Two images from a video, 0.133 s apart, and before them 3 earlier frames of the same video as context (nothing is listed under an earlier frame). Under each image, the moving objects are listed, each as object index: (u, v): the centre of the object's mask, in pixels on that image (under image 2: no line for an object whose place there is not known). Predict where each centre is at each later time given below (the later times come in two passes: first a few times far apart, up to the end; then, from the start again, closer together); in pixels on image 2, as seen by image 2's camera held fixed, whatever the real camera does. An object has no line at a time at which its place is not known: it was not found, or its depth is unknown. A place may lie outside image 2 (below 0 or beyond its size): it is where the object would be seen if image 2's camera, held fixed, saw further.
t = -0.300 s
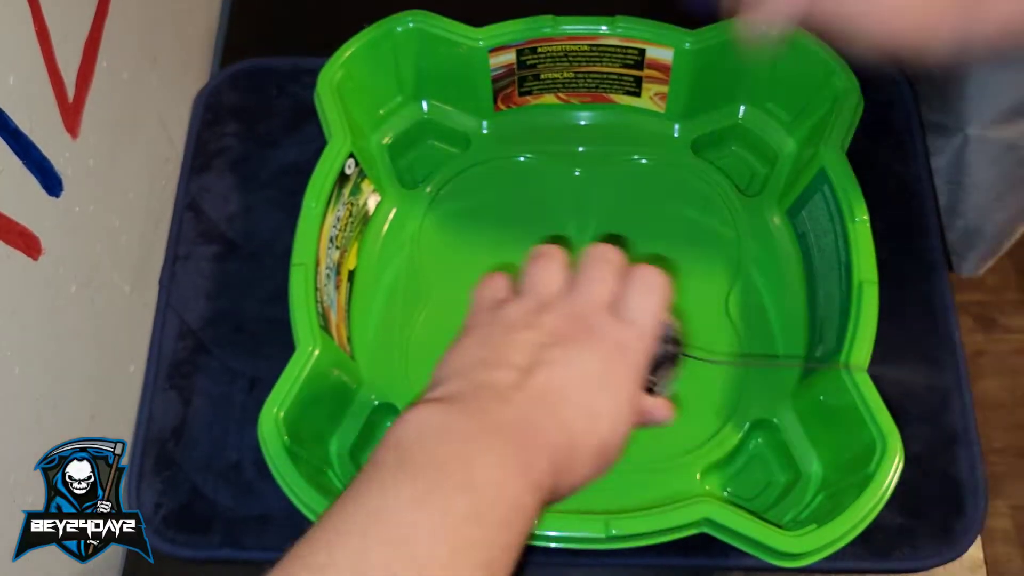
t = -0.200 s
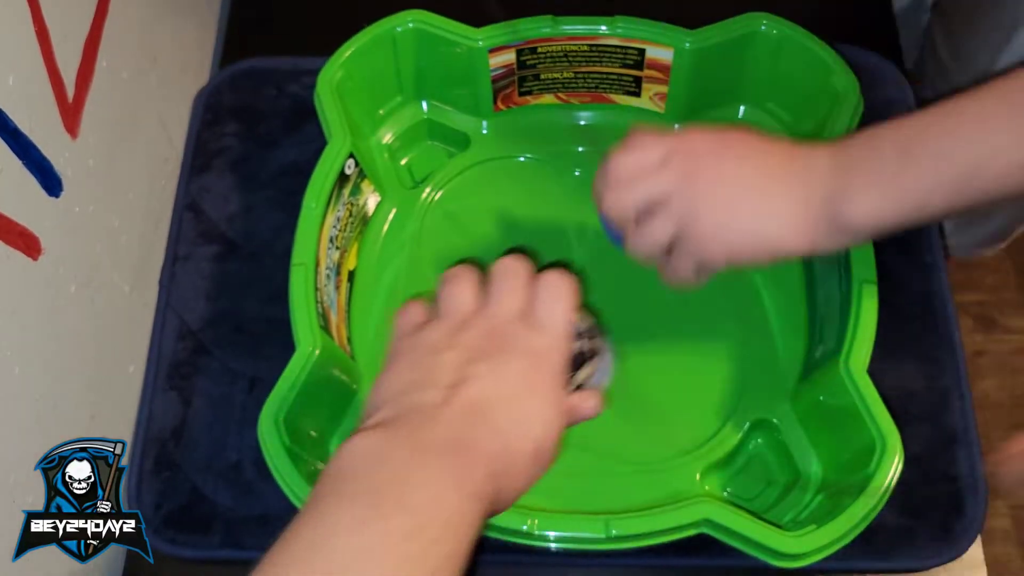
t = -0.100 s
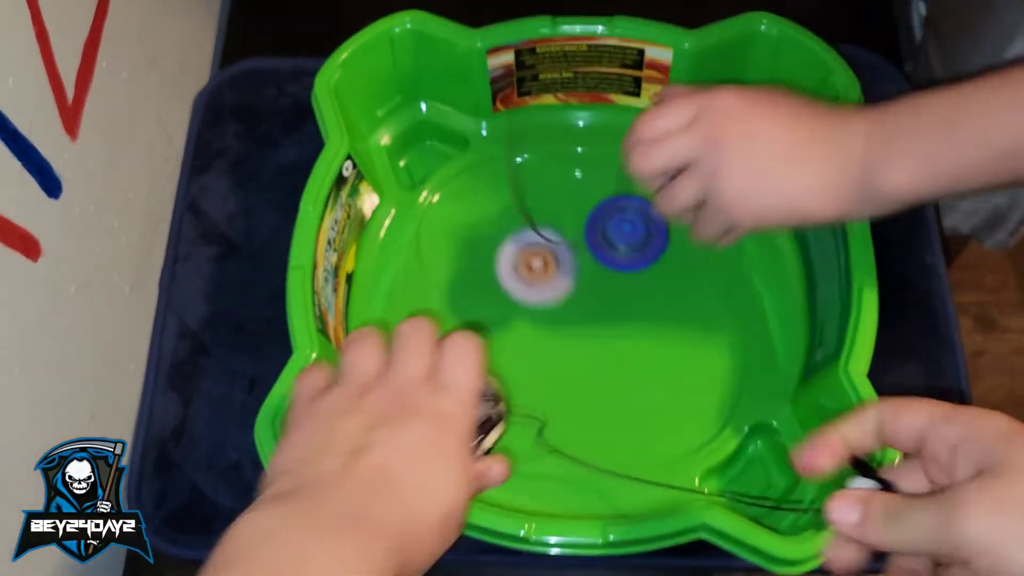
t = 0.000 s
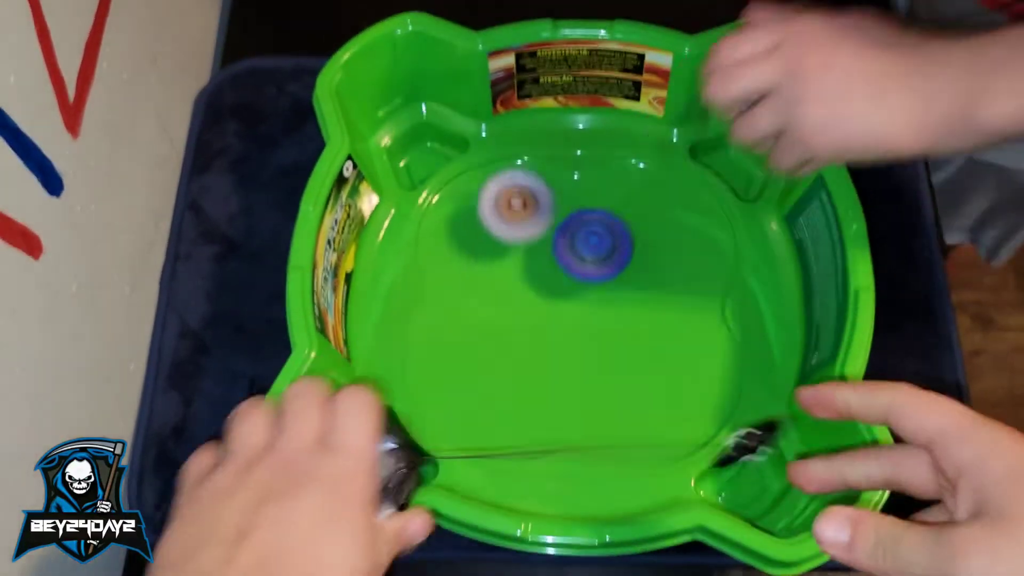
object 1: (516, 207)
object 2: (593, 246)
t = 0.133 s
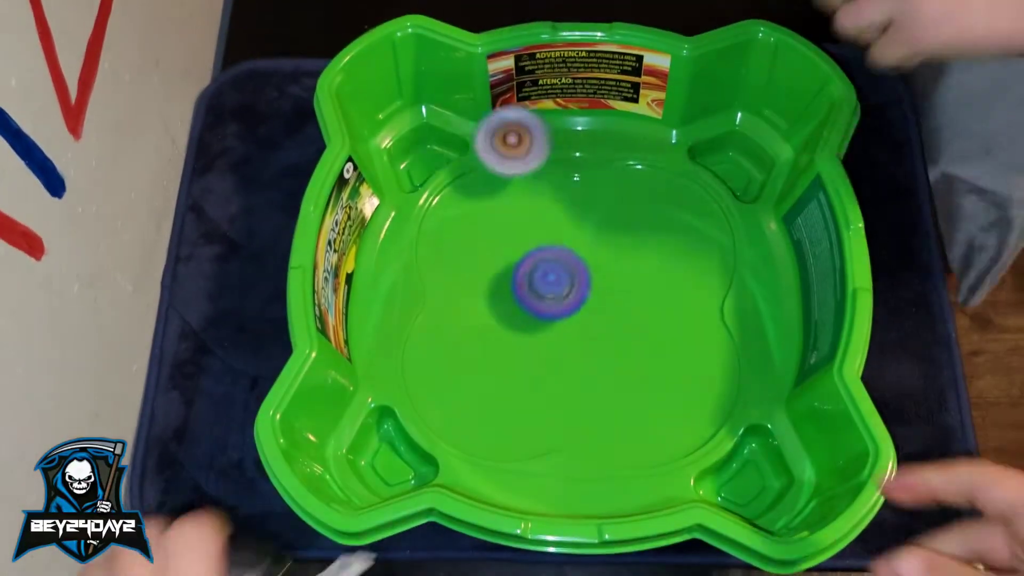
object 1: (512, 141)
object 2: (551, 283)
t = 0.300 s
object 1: (534, 137)
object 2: (564, 342)
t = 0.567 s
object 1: (546, 137)
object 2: (708, 269)
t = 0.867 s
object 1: (508, 134)
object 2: (571, 201)
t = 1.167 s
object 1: (550, 300)
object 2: (492, 450)
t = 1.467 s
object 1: (555, 285)
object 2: (673, 422)
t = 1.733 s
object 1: (588, 251)
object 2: (670, 231)
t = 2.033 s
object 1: (435, 281)
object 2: (588, 175)
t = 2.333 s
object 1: (447, 250)
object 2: (539, 327)
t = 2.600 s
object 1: (487, 288)
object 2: (706, 377)
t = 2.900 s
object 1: (470, 384)
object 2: (735, 278)
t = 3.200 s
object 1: (469, 416)
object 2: (525, 251)
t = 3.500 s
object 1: (538, 418)
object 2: (445, 417)
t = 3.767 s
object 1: (674, 386)
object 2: (576, 413)
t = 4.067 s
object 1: (700, 341)
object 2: (602, 236)
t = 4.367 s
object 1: (702, 281)
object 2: (448, 184)
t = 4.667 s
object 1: (659, 209)
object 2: (452, 301)
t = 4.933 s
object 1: (604, 180)
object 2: (614, 336)
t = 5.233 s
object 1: (555, 198)
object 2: (688, 200)
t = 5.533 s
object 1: (521, 257)
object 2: (595, 171)
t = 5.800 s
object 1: (493, 393)
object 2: (545, 180)
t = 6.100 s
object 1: (507, 409)
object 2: (543, 187)
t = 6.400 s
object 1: (561, 411)
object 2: (583, 268)
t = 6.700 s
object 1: (624, 348)
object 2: (675, 284)
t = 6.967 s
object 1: (598, 304)
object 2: (707, 255)
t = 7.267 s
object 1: (554, 251)
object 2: (657, 264)
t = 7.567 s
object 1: (444, 235)
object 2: (667, 301)
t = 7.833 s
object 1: (498, 287)
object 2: (632, 331)
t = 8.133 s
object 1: (479, 308)
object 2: (691, 381)
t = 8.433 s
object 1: (556, 312)
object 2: (711, 364)
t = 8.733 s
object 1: (602, 230)
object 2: (690, 364)
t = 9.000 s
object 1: (598, 164)
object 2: (660, 370)
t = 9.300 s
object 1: (581, 201)
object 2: (577, 331)
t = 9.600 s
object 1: (592, 235)
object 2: (469, 321)
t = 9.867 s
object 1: (649, 234)
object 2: (428, 308)
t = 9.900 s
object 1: (653, 235)
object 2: (430, 310)
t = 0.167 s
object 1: (516, 136)
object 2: (543, 295)
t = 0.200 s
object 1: (520, 137)
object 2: (540, 308)
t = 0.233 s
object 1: (526, 138)
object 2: (542, 320)
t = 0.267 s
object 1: (531, 138)
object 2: (550, 332)
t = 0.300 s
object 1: (534, 137)
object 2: (564, 342)
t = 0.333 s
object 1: (534, 135)
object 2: (582, 349)
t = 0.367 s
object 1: (536, 134)
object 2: (603, 352)
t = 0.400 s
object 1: (541, 137)
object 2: (625, 350)
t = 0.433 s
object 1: (544, 137)
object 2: (646, 343)
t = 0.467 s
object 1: (545, 137)
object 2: (667, 331)
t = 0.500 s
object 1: (545, 135)
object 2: (684, 314)
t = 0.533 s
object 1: (545, 135)
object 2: (699, 293)
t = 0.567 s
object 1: (546, 137)
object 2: (708, 269)
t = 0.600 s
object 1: (545, 137)
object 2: (711, 243)
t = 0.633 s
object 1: (545, 137)
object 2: (709, 218)
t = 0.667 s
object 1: (544, 135)
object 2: (701, 193)
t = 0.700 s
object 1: (541, 133)
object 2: (684, 170)
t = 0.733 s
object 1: (539, 134)
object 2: (660, 156)
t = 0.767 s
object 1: (537, 133)
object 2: (634, 149)
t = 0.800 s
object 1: (533, 132)
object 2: (606, 158)
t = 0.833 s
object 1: (518, 126)
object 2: (590, 178)
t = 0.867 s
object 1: (508, 134)
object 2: (571, 201)
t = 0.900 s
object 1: (502, 145)
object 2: (550, 223)
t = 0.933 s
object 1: (499, 161)
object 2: (527, 247)
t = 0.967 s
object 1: (500, 178)
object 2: (507, 276)
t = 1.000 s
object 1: (505, 197)
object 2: (491, 307)
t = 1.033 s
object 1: (511, 216)
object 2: (479, 340)
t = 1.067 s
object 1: (520, 237)
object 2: (474, 372)
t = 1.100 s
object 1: (530, 257)
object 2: (473, 406)
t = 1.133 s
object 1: (541, 279)
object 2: (479, 436)
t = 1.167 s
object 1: (550, 300)
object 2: (492, 450)
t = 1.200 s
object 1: (559, 320)
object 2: (509, 464)
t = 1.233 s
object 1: (565, 337)
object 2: (531, 464)
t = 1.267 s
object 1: (570, 353)
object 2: (557, 457)
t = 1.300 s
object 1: (573, 365)
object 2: (580, 452)
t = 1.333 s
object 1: (572, 348)
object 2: (603, 476)
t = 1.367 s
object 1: (569, 330)
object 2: (621, 466)
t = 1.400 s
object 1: (564, 313)
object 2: (639, 458)
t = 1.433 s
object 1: (560, 298)
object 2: (656, 441)
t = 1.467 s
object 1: (555, 285)
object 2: (673, 422)
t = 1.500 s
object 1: (552, 277)
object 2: (691, 400)
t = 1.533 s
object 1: (551, 269)
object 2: (706, 375)
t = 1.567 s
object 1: (553, 262)
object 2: (719, 349)
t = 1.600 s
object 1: (558, 258)
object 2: (729, 320)
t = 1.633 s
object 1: (565, 253)
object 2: (718, 296)
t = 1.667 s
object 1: (575, 250)
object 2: (699, 275)
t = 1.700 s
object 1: (584, 249)
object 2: (683, 253)
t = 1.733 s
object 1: (588, 251)
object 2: (670, 231)
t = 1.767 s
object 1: (565, 261)
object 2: (679, 202)
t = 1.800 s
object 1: (541, 275)
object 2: (684, 178)
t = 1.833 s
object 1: (520, 283)
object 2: (679, 164)
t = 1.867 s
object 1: (500, 289)
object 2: (669, 159)
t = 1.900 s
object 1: (482, 291)
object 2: (656, 162)
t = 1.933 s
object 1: (465, 290)
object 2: (640, 165)
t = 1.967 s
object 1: (451, 288)
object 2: (623, 168)
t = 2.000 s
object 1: (440, 285)
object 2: (606, 170)
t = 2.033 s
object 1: (435, 281)
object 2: (588, 175)
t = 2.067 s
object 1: (436, 276)
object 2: (567, 183)
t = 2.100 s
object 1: (439, 269)
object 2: (548, 193)
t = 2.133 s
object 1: (441, 262)
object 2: (529, 207)
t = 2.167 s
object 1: (442, 256)
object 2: (513, 224)
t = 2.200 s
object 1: (426, 255)
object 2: (513, 239)
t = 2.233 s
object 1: (423, 253)
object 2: (517, 258)
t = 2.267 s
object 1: (431, 251)
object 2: (522, 281)
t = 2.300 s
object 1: (440, 250)
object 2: (528, 305)
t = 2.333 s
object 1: (447, 250)
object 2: (539, 327)
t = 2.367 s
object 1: (455, 250)
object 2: (552, 346)
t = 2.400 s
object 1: (462, 251)
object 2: (568, 361)
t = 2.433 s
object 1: (468, 253)
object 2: (587, 372)
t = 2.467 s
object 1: (474, 256)
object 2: (607, 380)
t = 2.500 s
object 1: (479, 261)
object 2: (630, 385)
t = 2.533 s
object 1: (482, 268)
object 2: (655, 386)
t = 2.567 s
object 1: (485, 278)
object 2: (680, 383)
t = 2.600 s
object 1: (487, 288)
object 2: (706, 377)
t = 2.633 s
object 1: (489, 298)
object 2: (729, 368)
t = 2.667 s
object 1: (489, 310)
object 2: (740, 351)
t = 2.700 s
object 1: (489, 321)
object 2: (748, 338)
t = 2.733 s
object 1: (487, 332)
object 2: (756, 323)
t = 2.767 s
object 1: (484, 342)
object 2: (760, 310)
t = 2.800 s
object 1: (481, 353)
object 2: (766, 298)
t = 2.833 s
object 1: (477, 364)
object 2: (760, 288)
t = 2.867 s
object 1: (474, 374)
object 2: (749, 281)
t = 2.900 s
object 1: (470, 384)
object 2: (735, 278)
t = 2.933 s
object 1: (466, 394)
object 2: (720, 279)
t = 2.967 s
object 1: (462, 403)
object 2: (702, 275)
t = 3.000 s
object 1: (458, 413)
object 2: (683, 269)
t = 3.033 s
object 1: (458, 418)
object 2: (661, 260)
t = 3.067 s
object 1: (462, 415)
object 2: (637, 251)
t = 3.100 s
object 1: (465, 413)
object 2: (611, 245)
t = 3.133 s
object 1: (467, 413)
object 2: (582, 243)
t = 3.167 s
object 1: (468, 414)
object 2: (552, 245)
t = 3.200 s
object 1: (469, 416)
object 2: (525, 251)
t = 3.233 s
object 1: (472, 417)
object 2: (499, 262)
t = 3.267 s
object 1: (475, 420)
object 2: (477, 276)
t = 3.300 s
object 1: (481, 423)
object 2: (458, 294)
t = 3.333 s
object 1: (487, 424)
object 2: (443, 314)
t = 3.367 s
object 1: (496, 424)
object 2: (433, 338)
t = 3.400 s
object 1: (506, 424)
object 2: (426, 361)
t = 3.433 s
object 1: (516, 422)
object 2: (424, 385)
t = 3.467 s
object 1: (527, 421)
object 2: (430, 402)
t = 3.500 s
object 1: (538, 418)
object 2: (445, 417)
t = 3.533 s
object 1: (555, 414)
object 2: (459, 426)
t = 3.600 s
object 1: (591, 403)
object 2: (487, 433)
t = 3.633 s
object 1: (607, 399)
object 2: (502, 435)
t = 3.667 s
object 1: (623, 395)
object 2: (519, 435)
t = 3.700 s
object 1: (640, 391)
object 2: (538, 431)
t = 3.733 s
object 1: (658, 389)
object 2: (558, 423)
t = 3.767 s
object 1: (674, 386)
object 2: (576, 413)
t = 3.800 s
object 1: (691, 383)
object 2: (591, 399)
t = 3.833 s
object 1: (707, 380)
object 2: (605, 383)
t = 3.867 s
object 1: (721, 379)
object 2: (616, 365)
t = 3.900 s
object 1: (720, 373)
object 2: (624, 345)
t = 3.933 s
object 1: (713, 367)
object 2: (628, 324)
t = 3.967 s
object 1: (708, 361)
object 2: (628, 299)
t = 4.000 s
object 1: (703, 355)
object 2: (623, 276)
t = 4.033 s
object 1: (701, 348)
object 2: (615, 255)
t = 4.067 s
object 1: (700, 341)
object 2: (602, 236)
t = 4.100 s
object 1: (700, 334)
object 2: (586, 219)
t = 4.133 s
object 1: (701, 328)
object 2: (567, 205)
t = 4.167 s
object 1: (703, 319)
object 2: (548, 195)
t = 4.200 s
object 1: (703, 311)
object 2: (528, 188)
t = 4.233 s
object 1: (703, 305)
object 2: (508, 184)
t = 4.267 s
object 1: (703, 300)
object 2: (488, 182)
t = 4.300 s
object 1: (704, 295)
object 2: (471, 181)
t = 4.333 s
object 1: (703, 289)
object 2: (459, 182)
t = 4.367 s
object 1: (702, 281)
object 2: (448, 184)
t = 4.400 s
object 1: (699, 271)
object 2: (444, 192)
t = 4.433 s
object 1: (694, 261)
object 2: (439, 202)
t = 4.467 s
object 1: (690, 253)
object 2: (434, 213)
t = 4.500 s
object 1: (686, 246)
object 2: (429, 224)
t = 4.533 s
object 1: (683, 239)
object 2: (428, 237)
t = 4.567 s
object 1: (677, 231)
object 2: (429, 253)
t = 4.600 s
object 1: (671, 222)
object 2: (435, 270)
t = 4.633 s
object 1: (666, 215)
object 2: (442, 287)
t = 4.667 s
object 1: (659, 209)
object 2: (452, 301)
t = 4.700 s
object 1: (653, 204)
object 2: (465, 314)
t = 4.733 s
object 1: (646, 198)
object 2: (481, 325)
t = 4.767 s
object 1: (639, 192)
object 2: (500, 335)
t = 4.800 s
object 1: (632, 188)
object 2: (520, 342)
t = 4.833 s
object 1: (625, 184)
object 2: (542, 346)
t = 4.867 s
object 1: (617, 183)
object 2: (567, 347)
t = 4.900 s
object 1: (610, 180)
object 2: (592, 343)
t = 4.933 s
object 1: (604, 180)
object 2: (614, 336)
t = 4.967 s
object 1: (601, 180)
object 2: (633, 325)
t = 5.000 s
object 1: (596, 181)
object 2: (650, 312)
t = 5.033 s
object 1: (591, 182)
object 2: (664, 296)
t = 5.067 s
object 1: (586, 182)
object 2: (675, 279)
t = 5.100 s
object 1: (580, 183)
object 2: (683, 263)
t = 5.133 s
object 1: (573, 184)
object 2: (687, 246)
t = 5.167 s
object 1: (566, 188)
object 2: (689, 229)
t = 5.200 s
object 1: (561, 193)
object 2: (689, 214)
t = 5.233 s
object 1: (555, 198)
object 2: (688, 200)
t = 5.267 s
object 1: (551, 204)
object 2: (685, 188)
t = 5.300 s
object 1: (548, 209)
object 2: (682, 178)
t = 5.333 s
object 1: (544, 213)
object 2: (676, 170)
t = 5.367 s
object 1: (538, 219)
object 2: (666, 165)
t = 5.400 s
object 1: (532, 227)
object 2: (654, 162)
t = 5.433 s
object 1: (526, 234)
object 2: (641, 160)
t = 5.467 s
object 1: (523, 242)
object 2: (627, 161)
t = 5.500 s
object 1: (522, 250)
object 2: (611, 165)
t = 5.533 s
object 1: (521, 257)
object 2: (595, 171)
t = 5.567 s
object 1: (521, 264)
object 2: (579, 180)
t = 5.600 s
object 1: (522, 271)
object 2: (566, 189)
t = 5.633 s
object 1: (521, 278)
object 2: (554, 202)
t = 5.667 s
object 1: (520, 287)
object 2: (545, 215)
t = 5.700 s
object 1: (510, 319)
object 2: (546, 202)
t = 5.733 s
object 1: (503, 349)
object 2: (548, 192)
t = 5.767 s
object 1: (499, 373)
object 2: (547, 185)
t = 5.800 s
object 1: (493, 393)
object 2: (545, 180)
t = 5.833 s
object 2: (543, 176)
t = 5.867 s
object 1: (483, 425)
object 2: (542, 174)
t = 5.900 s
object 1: (484, 428)
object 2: (541, 172)
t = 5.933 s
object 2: (540, 171)
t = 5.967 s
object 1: (490, 419)
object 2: (540, 172)
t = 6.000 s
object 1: (492, 415)
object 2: (540, 173)
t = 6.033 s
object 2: (540, 177)
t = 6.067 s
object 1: (501, 409)
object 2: (541, 182)
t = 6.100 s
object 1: (507, 409)
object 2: (543, 187)
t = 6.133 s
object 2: (545, 194)
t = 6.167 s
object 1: (518, 411)
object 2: (547, 202)
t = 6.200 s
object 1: (524, 414)
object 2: (550, 210)
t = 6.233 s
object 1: (532, 418)
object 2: (553, 220)
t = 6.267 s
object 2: (557, 229)
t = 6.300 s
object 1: (545, 423)
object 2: (563, 239)
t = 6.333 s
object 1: (550, 420)
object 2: (568, 249)
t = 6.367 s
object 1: (554, 417)
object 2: (575, 259)
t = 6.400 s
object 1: (561, 411)
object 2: (583, 268)
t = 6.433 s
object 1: (566, 406)
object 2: (592, 275)
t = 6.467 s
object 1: (573, 399)
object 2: (602, 282)
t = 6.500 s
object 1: (579, 393)
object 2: (612, 287)
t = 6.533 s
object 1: (586, 386)
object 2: (622, 290)
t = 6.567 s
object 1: (595, 378)
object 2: (634, 292)
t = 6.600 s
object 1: (604, 369)
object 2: (644, 293)
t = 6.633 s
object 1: (613, 359)
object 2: (654, 294)
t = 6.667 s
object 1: (618, 354)
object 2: (665, 289)
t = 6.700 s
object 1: (624, 348)
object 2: (675, 284)
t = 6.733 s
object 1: (628, 342)
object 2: (681, 280)
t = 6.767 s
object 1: (624, 338)
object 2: (690, 275)
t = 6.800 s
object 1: (620, 334)
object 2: (696, 271)
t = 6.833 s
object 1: (617, 329)
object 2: (701, 267)
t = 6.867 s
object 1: (612, 323)
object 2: (704, 264)
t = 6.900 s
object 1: (608, 318)
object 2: (706, 261)
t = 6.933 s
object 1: (604, 311)
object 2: (708, 258)
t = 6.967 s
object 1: (598, 304)
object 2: (707, 255)
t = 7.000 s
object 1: (594, 298)
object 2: (706, 253)
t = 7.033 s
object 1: (591, 290)
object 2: (702, 252)
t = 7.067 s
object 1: (586, 283)
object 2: (697, 252)
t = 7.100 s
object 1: (583, 277)
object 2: (690, 252)
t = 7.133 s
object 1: (581, 270)
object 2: (683, 253)
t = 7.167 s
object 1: (578, 263)
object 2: (674, 254)
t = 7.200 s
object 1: (575, 259)
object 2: (664, 257)
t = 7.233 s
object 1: (573, 255)
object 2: (654, 259)
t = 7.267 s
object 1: (554, 251)
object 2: (657, 264)
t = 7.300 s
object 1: (522, 245)
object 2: (664, 268)
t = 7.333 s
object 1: (498, 240)
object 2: (668, 273)
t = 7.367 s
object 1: (478, 234)
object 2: (669, 277)
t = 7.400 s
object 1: (461, 230)
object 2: (671, 281)
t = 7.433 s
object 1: (448, 225)
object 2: (671, 284)
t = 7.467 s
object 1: (432, 222)
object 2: (672, 289)
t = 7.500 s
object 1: (431, 225)
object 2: (671, 293)
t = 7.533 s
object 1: (438, 231)
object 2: (670, 297)
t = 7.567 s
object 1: (444, 235)
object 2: (667, 301)
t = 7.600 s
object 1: (450, 240)
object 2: (665, 305)
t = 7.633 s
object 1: (455, 246)
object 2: (662, 309)
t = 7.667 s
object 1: (460, 252)
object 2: (657, 313)
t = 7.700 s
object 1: (467, 260)
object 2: (654, 318)
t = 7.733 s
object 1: (475, 267)
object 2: (649, 321)
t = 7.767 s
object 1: (483, 273)
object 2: (644, 325)
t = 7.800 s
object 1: (490, 280)
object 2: (638, 328)
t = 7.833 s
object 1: (498, 287)
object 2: (632, 331)
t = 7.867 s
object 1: (505, 295)
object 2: (626, 335)
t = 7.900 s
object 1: (513, 302)
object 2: (620, 338)
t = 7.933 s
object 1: (521, 309)
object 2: (614, 342)
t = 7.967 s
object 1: (527, 316)
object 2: (610, 345)
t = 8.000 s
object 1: (513, 313)
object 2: (631, 357)
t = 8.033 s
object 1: (498, 311)
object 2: (651, 366)
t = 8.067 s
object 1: (488, 310)
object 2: (667, 373)
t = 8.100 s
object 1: (482, 308)
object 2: (680, 378)
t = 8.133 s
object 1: (479, 308)
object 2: (691, 381)
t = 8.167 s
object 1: (478, 310)
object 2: (700, 384)
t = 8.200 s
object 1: (481, 312)
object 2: (710, 386)
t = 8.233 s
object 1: (486, 315)
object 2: (718, 388)
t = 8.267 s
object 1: (495, 317)
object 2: (724, 387)
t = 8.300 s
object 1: (506, 318)
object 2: (723, 381)
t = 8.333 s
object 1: (519, 318)
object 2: (722, 375)
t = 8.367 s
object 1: (532, 316)
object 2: (720, 372)
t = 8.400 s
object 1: (544, 315)
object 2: (716, 369)
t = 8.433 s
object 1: (556, 312)
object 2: (711, 364)
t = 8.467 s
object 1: (569, 309)
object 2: (706, 360)
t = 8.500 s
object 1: (581, 305)
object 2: (699, 355)
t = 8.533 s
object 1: (593, 301)
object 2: (690, 350)
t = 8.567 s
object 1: (604, 297)
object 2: (681, 344)
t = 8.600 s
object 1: (612, 289)
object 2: (676, 342)
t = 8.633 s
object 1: (607, 269)
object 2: (682, 351)
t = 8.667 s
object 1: (604, 254)
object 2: (686, 356)
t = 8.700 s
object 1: (602, 241)
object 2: (689, 360)
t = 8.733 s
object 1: (602, 230)
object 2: (690, 364)
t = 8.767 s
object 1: (602, 222)
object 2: (690, 367)
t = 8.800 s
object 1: (604, 213)
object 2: (688, 370)
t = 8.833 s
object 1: (605, 205)
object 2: (686, 371)
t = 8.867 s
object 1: (606, 196)
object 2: (683, 372)
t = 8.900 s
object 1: (605, 187)
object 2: (679, 373)
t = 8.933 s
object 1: (602, 177)
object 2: (674, 372)
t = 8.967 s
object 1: (600, 169)
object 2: (667, 371)
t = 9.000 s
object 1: (598, 164)
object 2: (660, 370)
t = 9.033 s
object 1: (597, 165)
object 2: (653, 367)
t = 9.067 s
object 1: (599, 170)
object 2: (645, 364)
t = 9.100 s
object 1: (600, 176)
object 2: (636, 360)
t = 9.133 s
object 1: (601, 180)
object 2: (627, 355)
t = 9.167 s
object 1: (600, 183)
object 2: (617, 351)
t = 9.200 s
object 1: (598, 186)
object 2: (608, 346)
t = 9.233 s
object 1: (594, 189)
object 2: (597, 341)
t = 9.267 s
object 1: (588, 194)
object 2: (587, 336)
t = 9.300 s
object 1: (581, 201)
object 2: (577, 331)
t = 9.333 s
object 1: (576, 209)
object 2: (567, 327)
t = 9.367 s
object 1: (571, 217)
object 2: (557, 323)
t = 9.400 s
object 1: (566, 226)
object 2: (547, 320)
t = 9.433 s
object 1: (563, 235)
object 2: (538, 316)
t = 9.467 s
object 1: (560, 244)
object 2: (528, 314)
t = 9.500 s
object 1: (558, 250)
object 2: (519, 312)
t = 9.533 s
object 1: (566, 246)
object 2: (501, 316)
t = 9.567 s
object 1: (579, 239)
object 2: (483, 320)
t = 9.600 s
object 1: (592, 235)
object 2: (469, 321)
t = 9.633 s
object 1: (603, 234)
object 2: (459, 319)
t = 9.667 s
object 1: (612, 233)
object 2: (451, 315)
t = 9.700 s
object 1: (620, 232)
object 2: (444, 311)
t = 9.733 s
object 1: (627, 232)
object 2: (438, 307)
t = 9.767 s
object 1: (634, 232)
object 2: (433, 303)
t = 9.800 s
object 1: (640, 233)
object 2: (429, 302)
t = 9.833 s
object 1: (645, 234)
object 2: (428, 304)
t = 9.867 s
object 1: (649, 234)
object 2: (428, 308)
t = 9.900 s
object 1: (653, 235)
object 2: (430, 310)
